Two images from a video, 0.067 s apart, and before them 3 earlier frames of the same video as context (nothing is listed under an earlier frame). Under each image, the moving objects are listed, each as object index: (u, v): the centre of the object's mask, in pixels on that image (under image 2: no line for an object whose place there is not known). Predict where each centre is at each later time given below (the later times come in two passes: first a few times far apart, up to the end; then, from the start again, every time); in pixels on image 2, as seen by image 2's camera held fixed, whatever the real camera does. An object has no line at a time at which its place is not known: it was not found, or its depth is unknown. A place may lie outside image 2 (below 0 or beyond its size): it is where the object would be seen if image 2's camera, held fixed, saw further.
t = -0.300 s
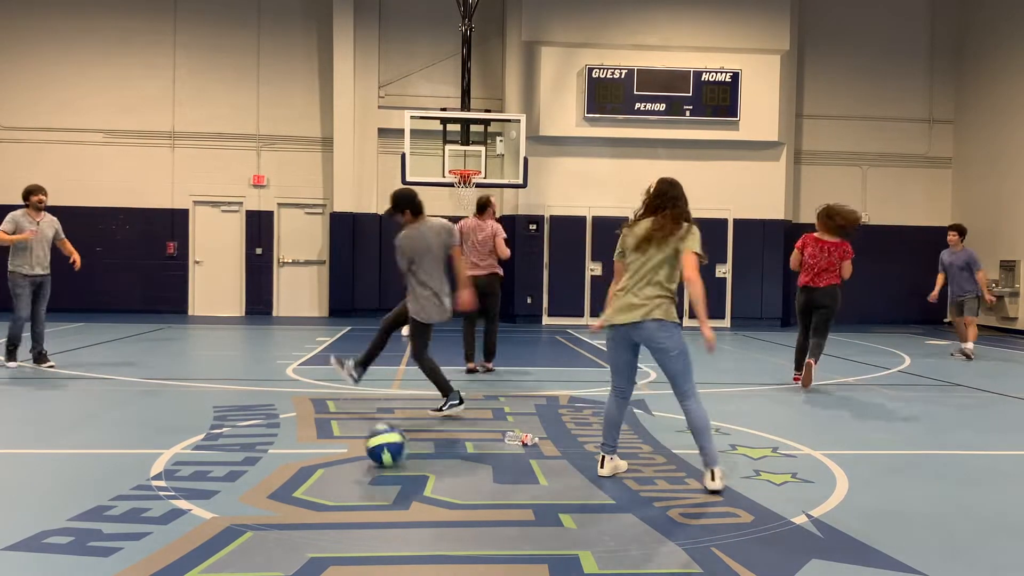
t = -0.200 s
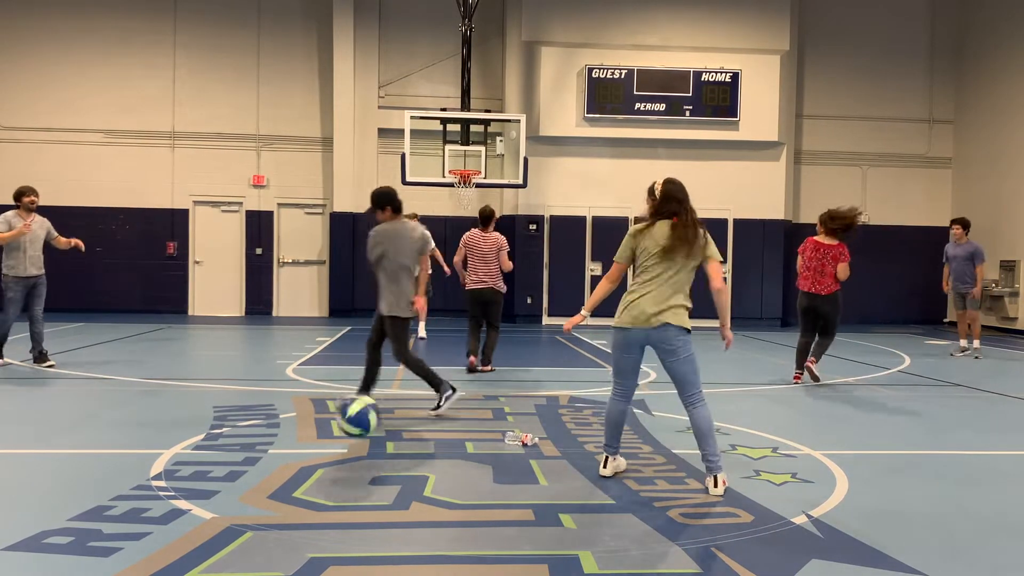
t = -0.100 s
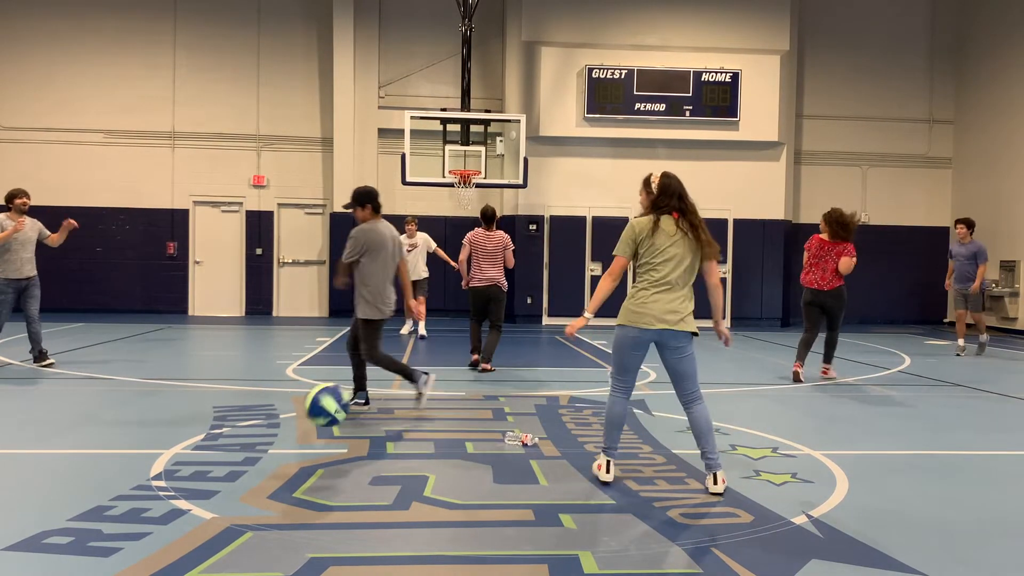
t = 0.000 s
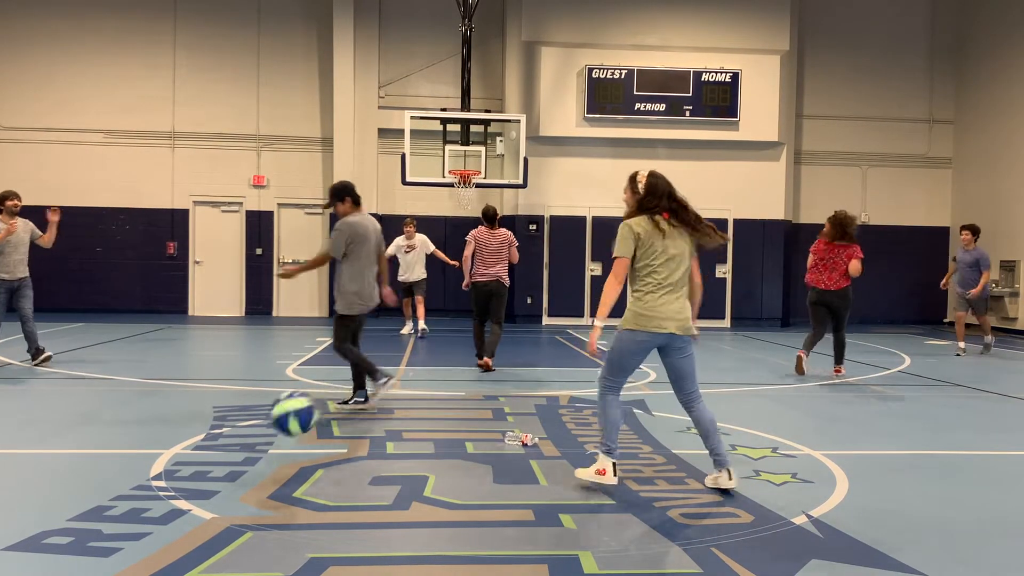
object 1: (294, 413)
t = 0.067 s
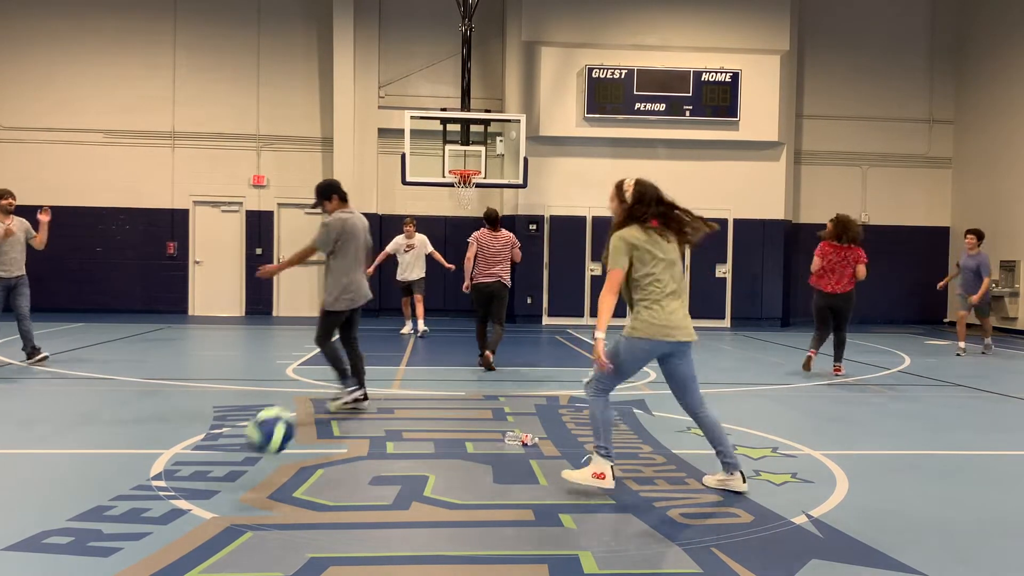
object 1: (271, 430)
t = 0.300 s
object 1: (179, 457)
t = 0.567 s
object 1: (54, 507)
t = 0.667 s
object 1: (15, 499)
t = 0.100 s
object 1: (259, 443)
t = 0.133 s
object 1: (246, 459)
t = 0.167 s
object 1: (231, 479)
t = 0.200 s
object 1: (220, 473)
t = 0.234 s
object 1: (207, 465)
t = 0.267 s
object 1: (193, 459)
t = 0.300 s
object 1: (179, 457)
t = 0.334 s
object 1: (164, 456)
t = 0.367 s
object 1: (150, 457)
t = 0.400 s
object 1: (136, 462)
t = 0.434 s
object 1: (123, 469)
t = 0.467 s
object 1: (105, 480)
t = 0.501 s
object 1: (88, 493)
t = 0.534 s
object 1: (72, 509)
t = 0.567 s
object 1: (54, 507)
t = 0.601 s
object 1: (37, 502)
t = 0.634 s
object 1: (25, 500)
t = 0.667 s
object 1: (15, 499)
